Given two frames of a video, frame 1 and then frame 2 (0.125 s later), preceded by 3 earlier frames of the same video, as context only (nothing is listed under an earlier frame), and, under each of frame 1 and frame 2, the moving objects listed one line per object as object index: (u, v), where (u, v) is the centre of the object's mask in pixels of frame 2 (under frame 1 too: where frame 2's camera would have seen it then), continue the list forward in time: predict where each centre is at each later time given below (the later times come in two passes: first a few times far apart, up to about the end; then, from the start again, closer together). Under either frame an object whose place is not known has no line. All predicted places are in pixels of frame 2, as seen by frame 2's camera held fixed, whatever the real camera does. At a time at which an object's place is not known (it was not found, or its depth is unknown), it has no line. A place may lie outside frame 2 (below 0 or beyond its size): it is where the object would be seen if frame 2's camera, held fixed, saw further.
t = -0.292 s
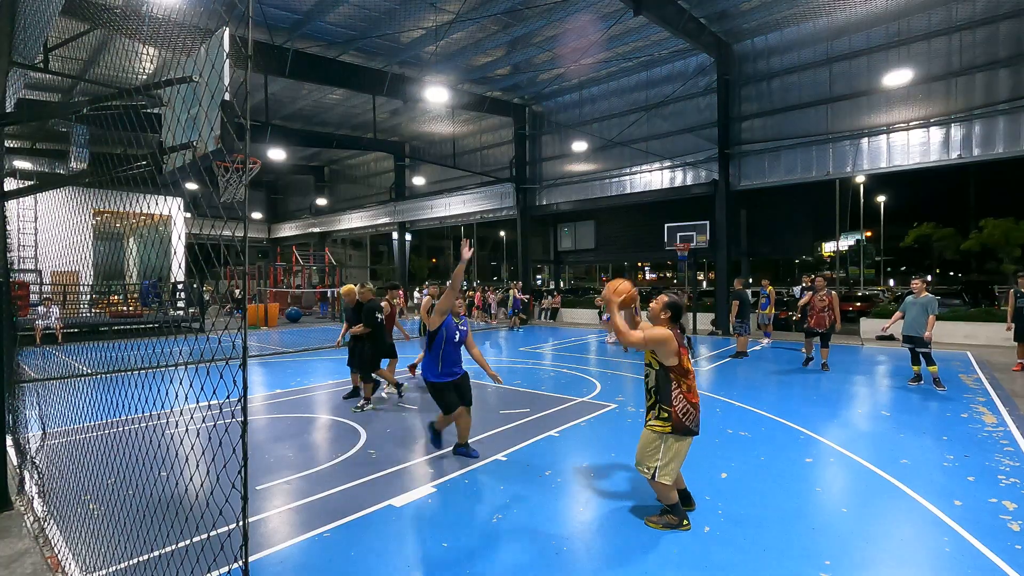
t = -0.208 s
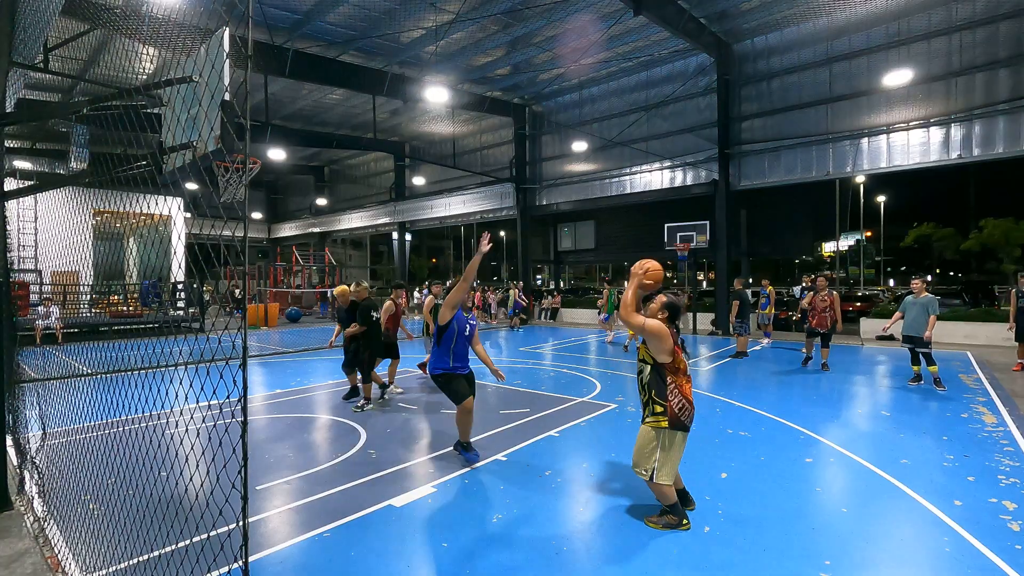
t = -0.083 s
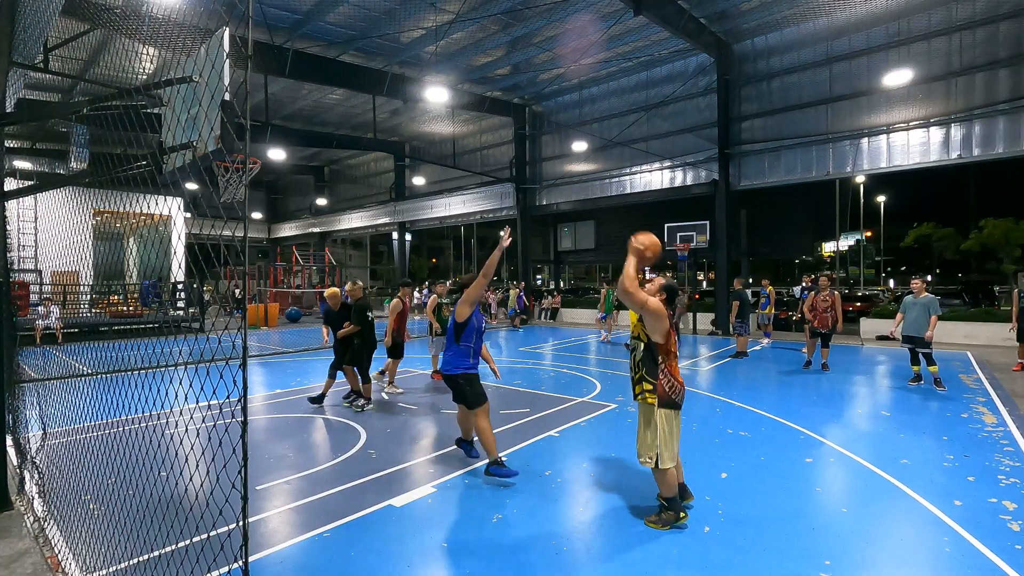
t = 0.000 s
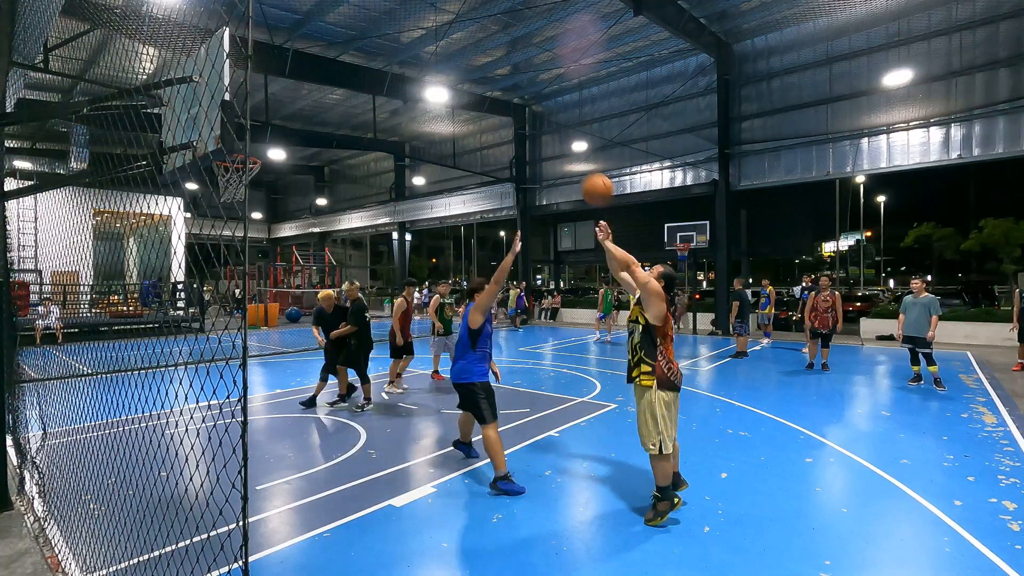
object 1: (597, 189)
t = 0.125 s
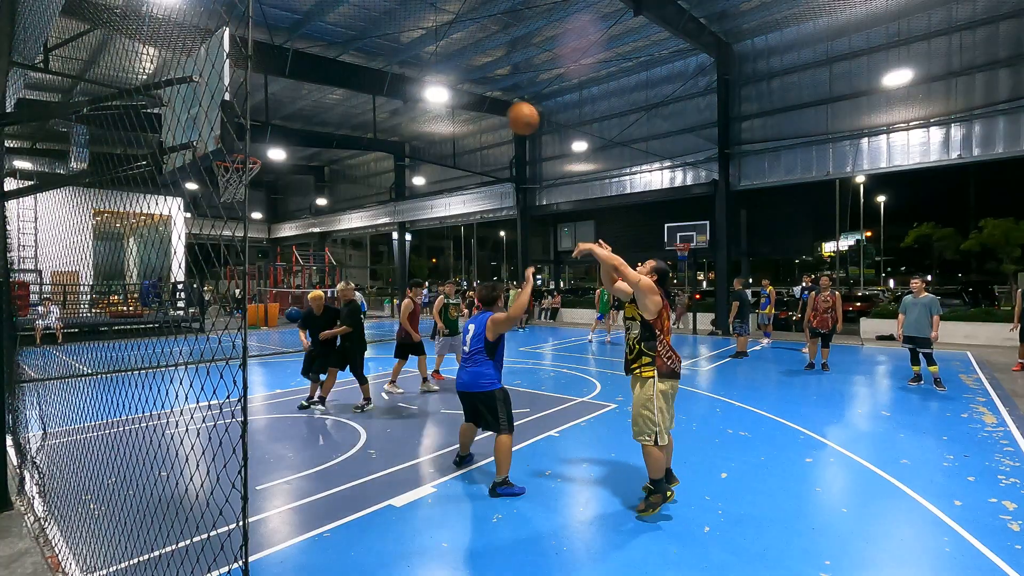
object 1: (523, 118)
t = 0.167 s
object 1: (499, 100)
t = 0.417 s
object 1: (370, 38)
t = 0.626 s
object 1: (274, 43)
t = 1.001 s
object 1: (243, 157)
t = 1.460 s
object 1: (233, 170)
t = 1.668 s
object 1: (237, 187)
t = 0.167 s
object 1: (499, 100)
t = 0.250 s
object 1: (455, 70)
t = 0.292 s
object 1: (432, 57)
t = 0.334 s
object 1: (411, 50)
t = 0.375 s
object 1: (390, 43)
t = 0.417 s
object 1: (370, 38)
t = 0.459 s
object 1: (350, 36)
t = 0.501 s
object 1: (330, 35)
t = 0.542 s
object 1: (311, 36)
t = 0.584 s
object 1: (292, 39)
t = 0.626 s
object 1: (274, 43)
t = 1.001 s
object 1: (243, 157)
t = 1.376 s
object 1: (237, 157)
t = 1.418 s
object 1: (231, 164)
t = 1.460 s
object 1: (233, 170)
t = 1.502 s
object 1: (233, 175)
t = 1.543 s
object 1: (236, 188)
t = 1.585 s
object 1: (238, 187)
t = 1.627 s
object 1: (237, 185)
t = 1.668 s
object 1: (237, 187)
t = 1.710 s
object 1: (238, 193)
